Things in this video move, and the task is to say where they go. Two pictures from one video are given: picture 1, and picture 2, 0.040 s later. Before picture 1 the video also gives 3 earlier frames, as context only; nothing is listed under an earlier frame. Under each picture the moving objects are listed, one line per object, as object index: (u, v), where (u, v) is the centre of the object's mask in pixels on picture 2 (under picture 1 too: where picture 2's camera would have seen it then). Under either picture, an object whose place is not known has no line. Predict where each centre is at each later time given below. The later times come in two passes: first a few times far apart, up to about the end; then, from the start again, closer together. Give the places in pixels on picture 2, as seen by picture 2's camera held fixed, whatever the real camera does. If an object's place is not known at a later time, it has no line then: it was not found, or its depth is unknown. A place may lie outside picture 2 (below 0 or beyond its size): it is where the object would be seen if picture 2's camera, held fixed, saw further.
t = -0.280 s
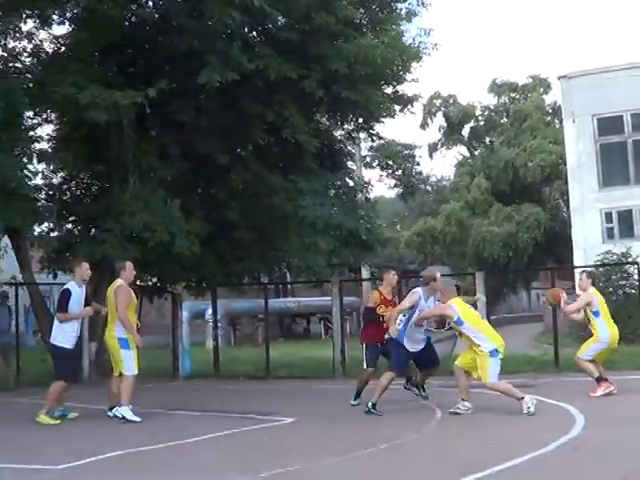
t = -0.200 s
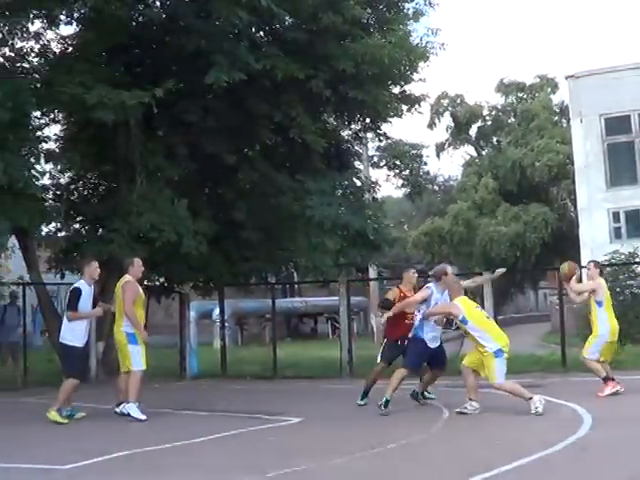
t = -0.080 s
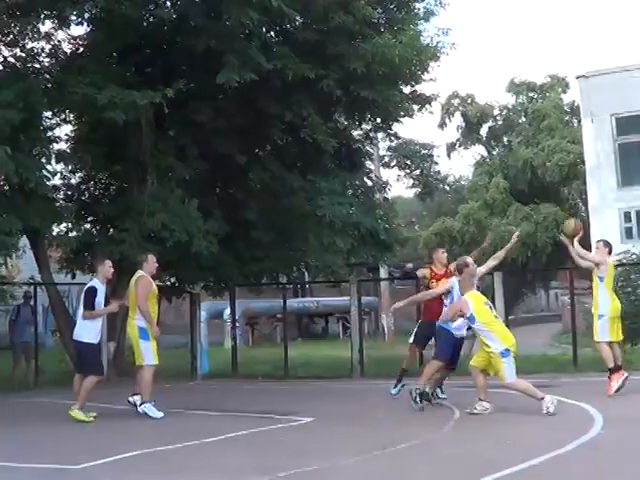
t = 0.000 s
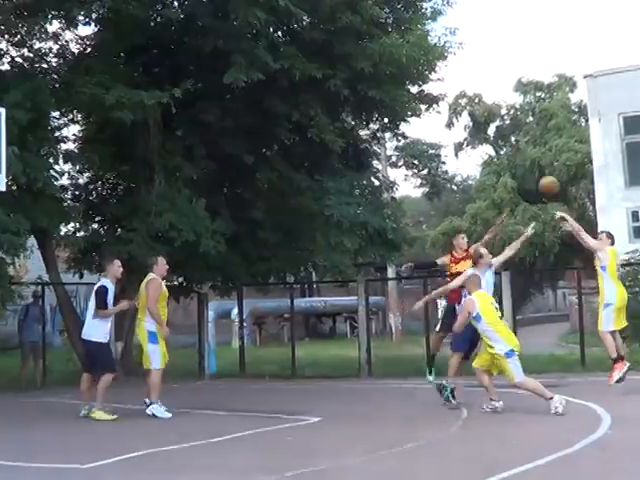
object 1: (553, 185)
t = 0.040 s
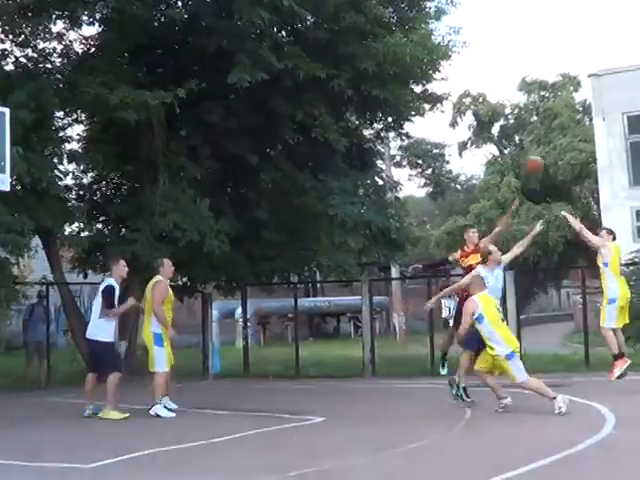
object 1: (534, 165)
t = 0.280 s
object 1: (420, 70)
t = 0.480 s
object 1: (332, 26)
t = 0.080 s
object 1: (515, 145)
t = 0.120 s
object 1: (494, 128)
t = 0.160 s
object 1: (474, 111)
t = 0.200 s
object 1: (459, 97)
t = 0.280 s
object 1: (420, 70)
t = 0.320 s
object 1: (403, 59)
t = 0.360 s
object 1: (385, 48)
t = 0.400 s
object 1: (367, 40)
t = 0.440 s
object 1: (350, 33)
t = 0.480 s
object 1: (332, 26)
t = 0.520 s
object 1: (315, 21)
